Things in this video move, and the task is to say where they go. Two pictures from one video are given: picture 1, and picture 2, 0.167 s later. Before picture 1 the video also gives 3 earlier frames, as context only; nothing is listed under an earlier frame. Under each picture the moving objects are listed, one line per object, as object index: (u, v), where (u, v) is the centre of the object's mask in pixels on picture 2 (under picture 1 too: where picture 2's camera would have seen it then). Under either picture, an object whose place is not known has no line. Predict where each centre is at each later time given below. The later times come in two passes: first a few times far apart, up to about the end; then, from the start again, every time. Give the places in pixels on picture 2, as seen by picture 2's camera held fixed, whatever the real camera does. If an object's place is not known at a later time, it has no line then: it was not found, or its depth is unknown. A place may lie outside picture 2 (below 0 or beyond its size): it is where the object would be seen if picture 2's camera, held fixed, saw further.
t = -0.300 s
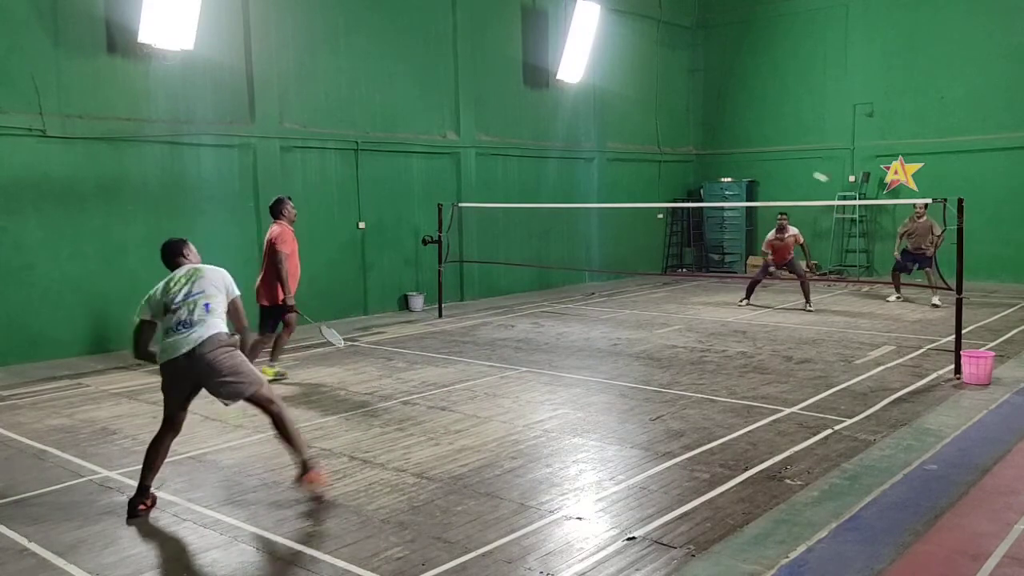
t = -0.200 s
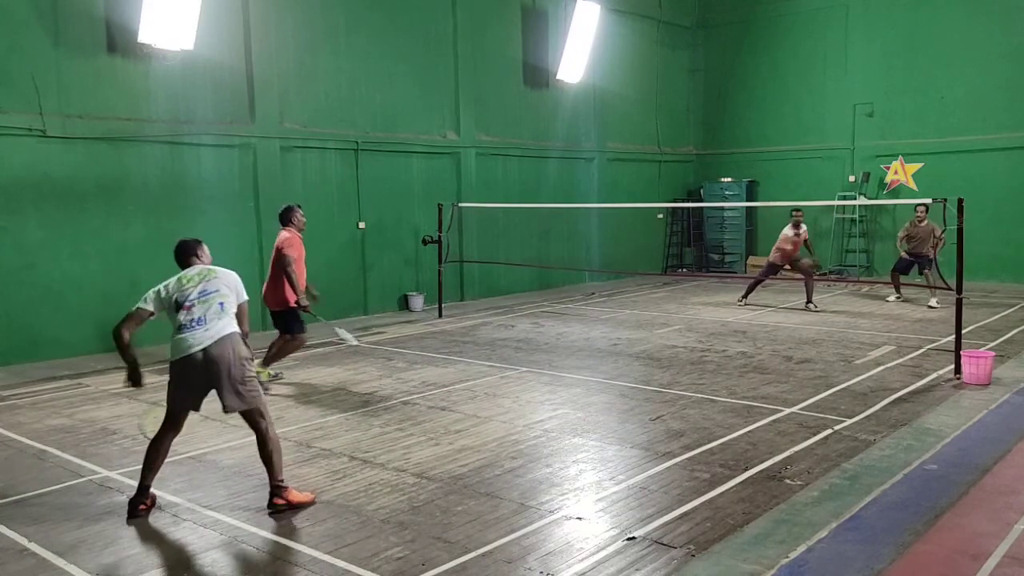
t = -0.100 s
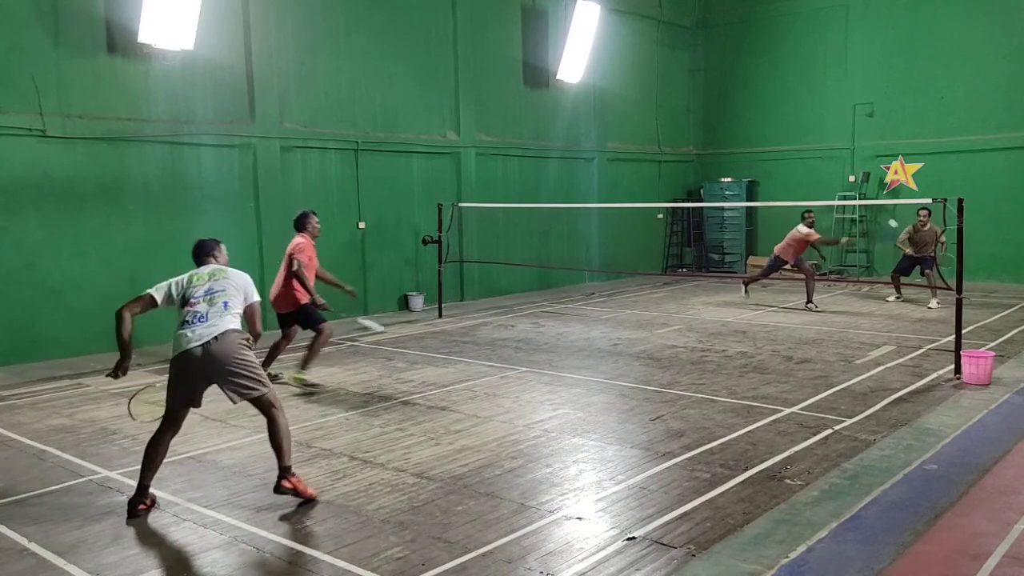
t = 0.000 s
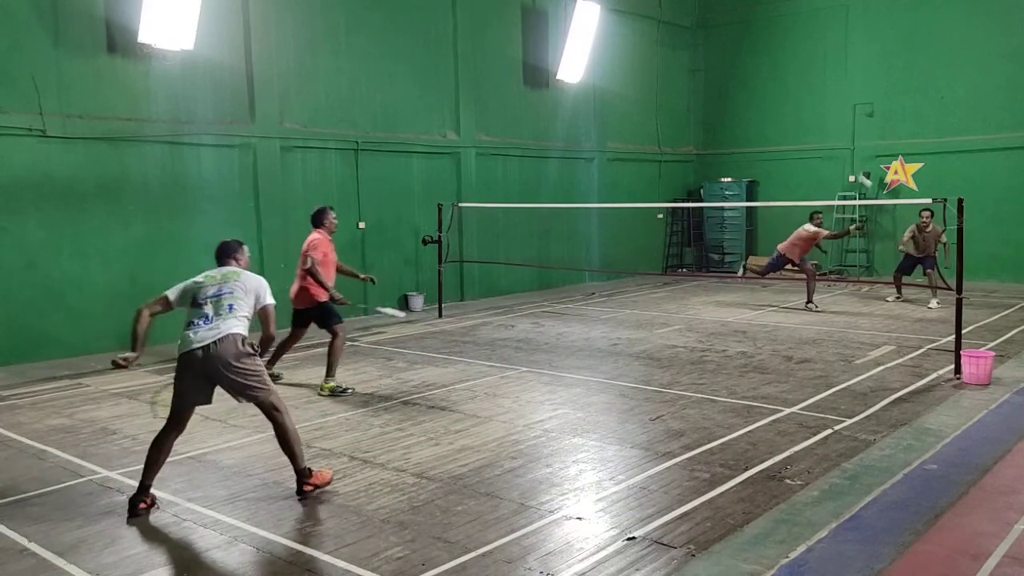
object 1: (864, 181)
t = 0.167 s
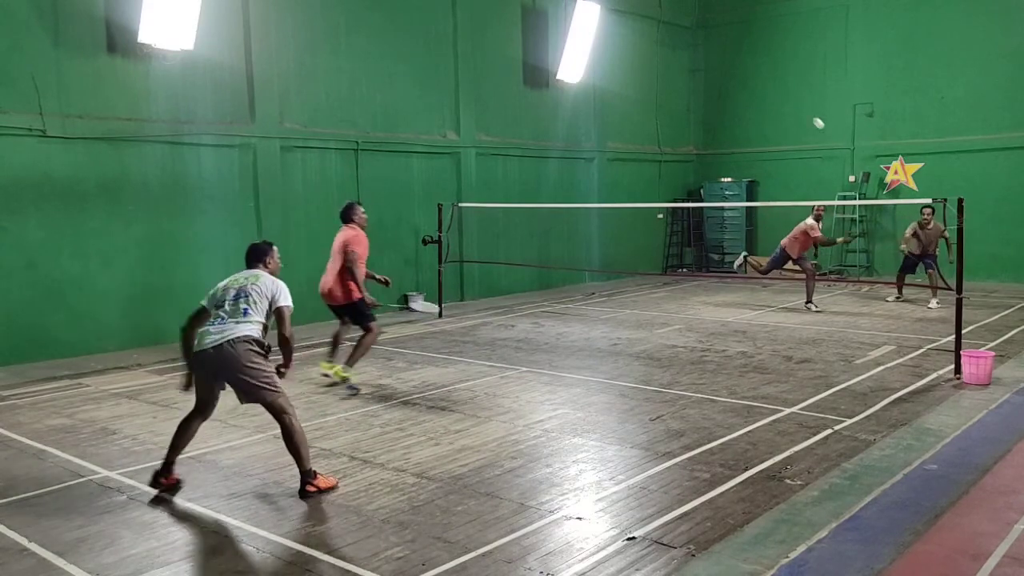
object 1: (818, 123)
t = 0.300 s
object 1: (783, 98)
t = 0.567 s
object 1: (715, 104)
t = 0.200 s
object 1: (809, 115)
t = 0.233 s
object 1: (800, 108)
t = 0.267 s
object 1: (792, 103)
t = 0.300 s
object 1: (783, 98)
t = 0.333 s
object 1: (774, 95)
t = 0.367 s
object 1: (766, 93)
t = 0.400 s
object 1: (757, 91)
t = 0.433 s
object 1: (749, 92)
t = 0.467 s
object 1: (741, 93)
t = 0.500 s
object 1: (732, 95)
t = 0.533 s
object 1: (724, 99)
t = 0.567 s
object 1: (715, 104)
